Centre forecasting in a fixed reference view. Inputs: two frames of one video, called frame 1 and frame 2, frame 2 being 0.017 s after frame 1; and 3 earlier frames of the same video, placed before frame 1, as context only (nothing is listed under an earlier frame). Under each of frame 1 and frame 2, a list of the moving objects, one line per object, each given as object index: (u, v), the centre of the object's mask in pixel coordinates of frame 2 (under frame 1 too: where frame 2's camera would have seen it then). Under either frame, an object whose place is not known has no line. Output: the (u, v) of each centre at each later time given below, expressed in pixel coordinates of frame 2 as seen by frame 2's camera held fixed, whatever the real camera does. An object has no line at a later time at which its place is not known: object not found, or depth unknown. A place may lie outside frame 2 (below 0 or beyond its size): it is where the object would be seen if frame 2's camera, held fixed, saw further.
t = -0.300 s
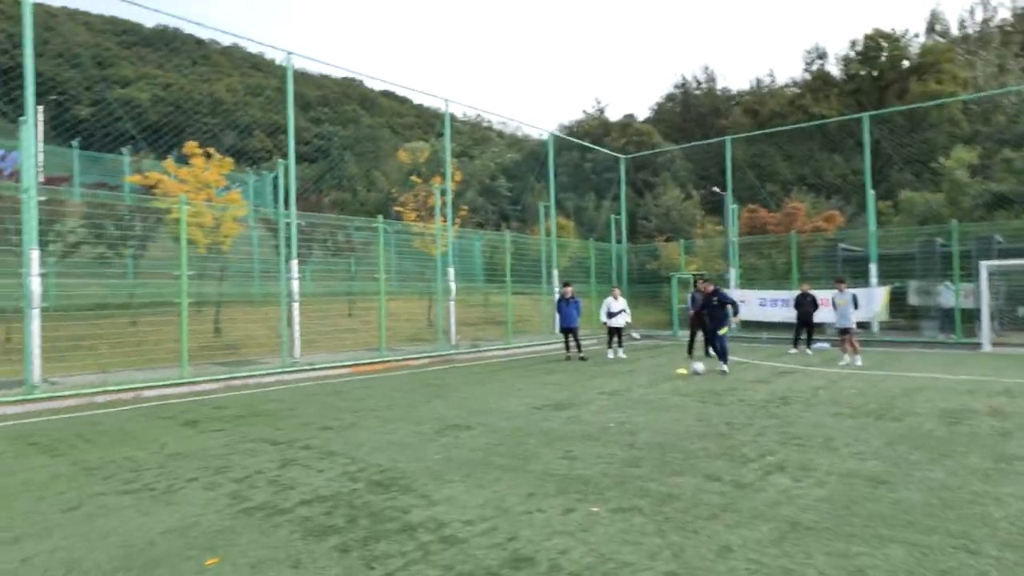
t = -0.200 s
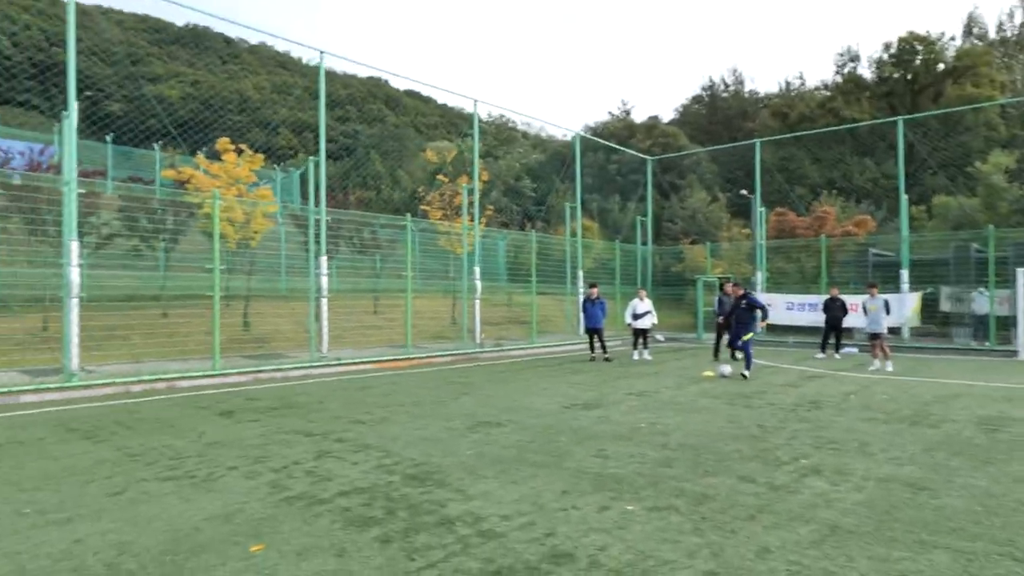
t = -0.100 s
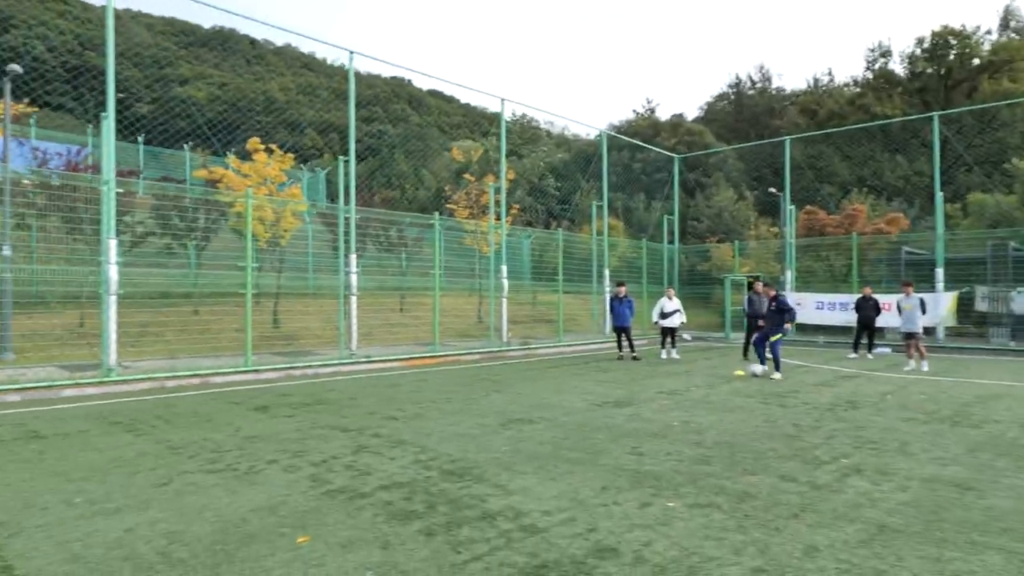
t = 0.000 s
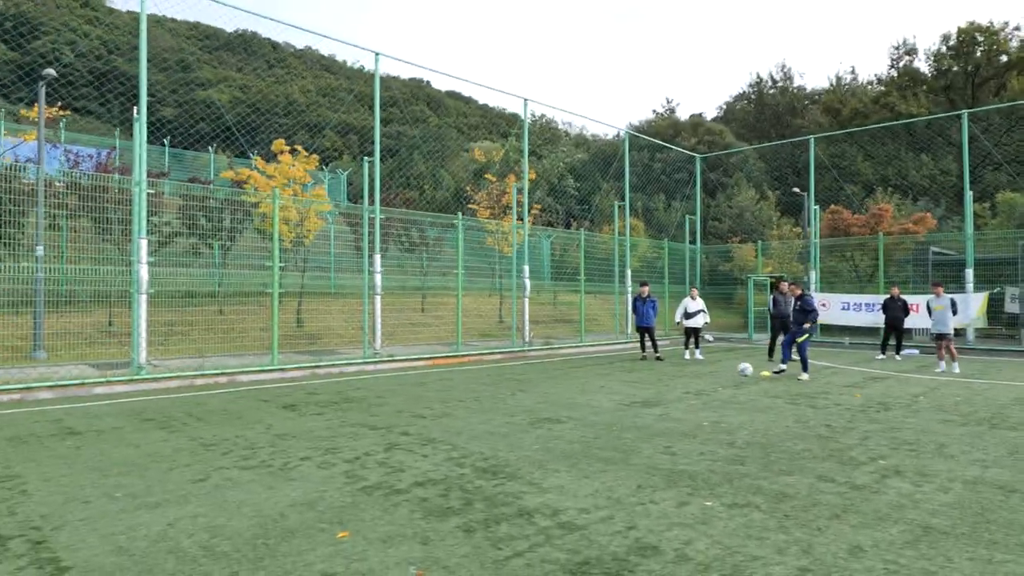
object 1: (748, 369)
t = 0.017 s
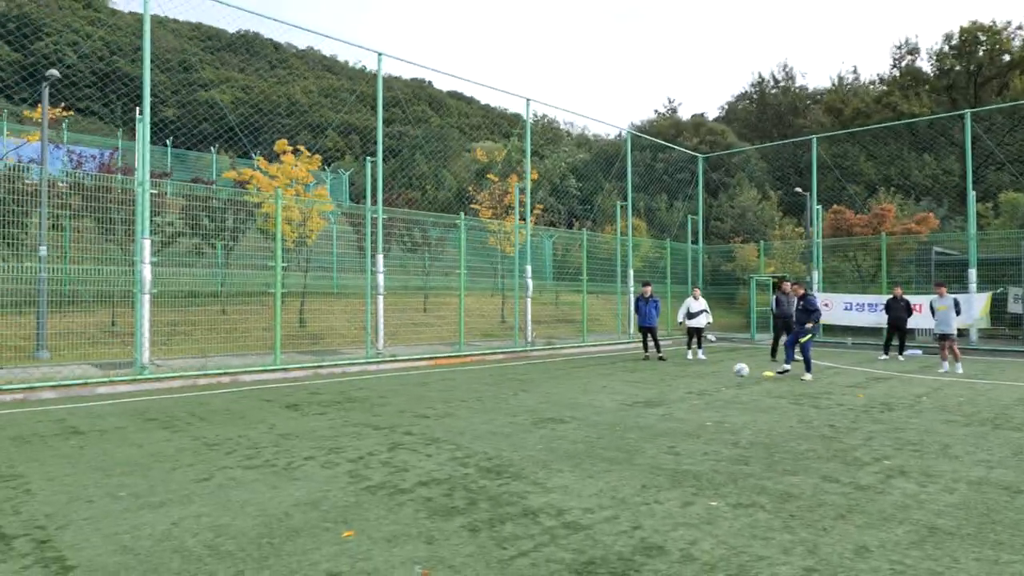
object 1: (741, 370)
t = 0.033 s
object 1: (734, 369)
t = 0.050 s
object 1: (727, 370)
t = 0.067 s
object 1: (719, 371)
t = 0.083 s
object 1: (711, 371)
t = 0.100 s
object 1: (704, 372)
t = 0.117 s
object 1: (696, 374)
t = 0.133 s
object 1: (688, 376)
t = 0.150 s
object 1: (679, 377)
